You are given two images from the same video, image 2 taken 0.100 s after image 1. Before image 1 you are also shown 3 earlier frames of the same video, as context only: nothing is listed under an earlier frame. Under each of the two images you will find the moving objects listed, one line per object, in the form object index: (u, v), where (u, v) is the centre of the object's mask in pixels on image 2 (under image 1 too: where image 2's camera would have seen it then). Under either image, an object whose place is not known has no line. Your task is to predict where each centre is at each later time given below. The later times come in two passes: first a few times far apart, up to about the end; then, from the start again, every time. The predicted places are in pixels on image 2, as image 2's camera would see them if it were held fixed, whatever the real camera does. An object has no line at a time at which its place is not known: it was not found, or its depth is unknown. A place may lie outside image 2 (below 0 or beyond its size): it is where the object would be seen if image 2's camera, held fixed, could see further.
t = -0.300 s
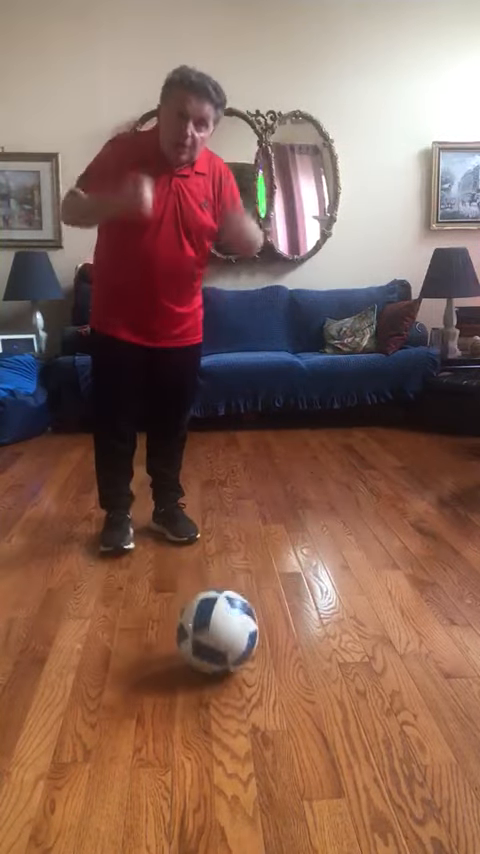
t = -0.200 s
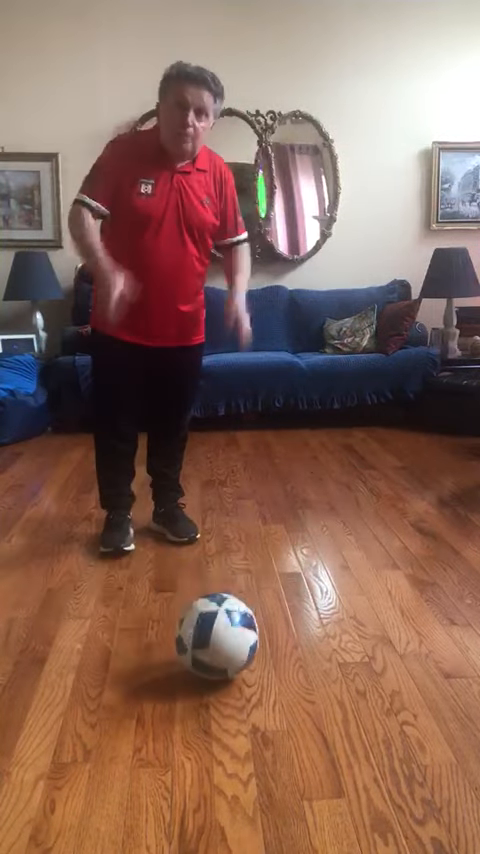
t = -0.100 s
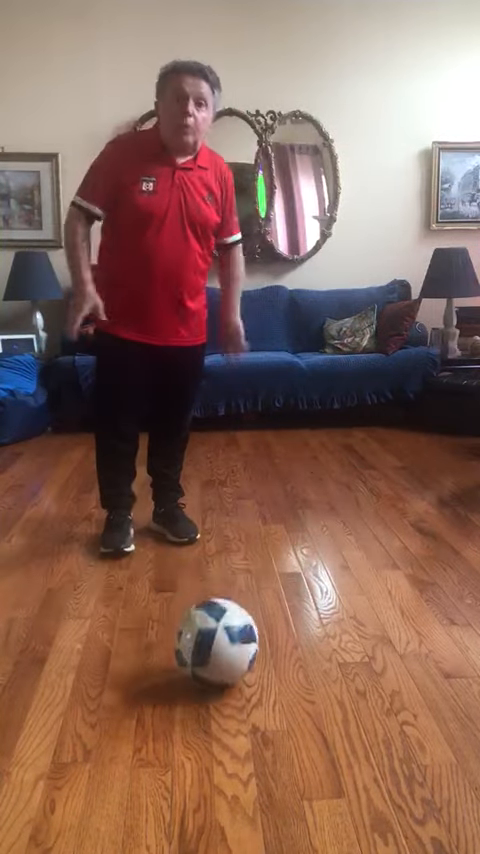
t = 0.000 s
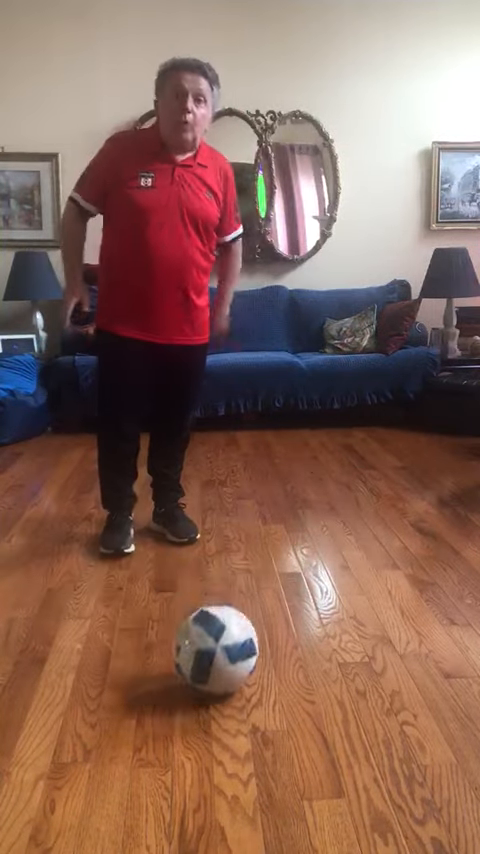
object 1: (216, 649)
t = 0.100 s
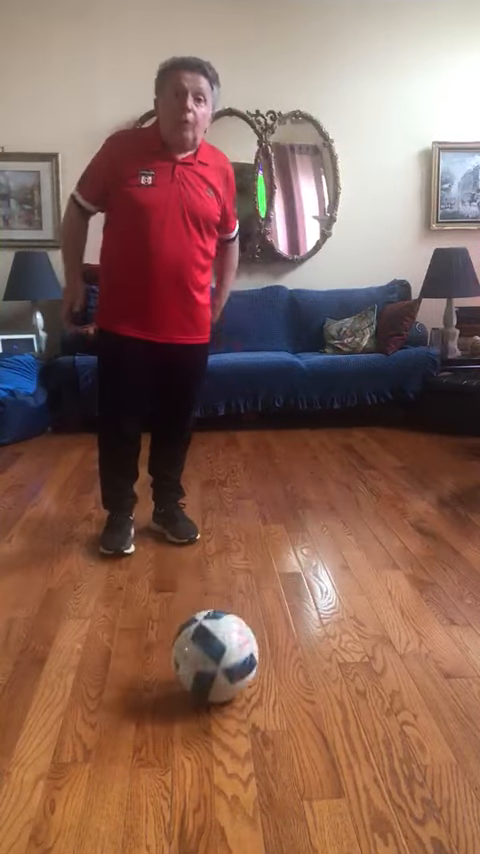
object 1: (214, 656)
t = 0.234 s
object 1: (213, 663)
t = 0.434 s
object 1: (209, 671)
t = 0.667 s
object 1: (205, 683)
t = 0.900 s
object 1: (198, 696)
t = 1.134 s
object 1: (190, 709)
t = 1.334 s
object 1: (183, 721)
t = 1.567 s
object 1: (171, 739)
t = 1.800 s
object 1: (162, 758)
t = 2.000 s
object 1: (151, 777)
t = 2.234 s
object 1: (130, 801)
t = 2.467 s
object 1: (105, 816)
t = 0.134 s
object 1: (214, 658)
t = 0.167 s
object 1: (213, 659)
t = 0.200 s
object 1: (213, 661)
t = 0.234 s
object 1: (213, 663)
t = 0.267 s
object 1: (212, 664)
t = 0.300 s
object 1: (212, 666)
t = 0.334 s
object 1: (211, 667)
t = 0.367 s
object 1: (210, 668)
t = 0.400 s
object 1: (210, 669)
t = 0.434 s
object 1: (209, 671)
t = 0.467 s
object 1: (208, 672)
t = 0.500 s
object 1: (208, 674)
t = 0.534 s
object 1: (207, 676)
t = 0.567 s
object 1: (207, 678)
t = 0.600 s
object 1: (206, 680)
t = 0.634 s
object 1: (205, 682)
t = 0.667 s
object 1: (205, 683)
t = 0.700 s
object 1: (203, 685)
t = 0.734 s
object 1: (203, 686)
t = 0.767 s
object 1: (202, 688)
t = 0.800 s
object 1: (201, 691)
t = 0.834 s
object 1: (200, 693)
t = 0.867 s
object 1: (199, 695)
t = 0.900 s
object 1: (198, 696)
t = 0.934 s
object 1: (197, 698)
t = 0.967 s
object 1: (196, 700)
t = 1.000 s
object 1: (195, 701)
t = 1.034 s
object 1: (194, 703)
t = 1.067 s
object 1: (193, 705)
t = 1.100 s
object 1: (192, 707)
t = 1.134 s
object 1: (190, 709)
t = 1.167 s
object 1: (189, 711)
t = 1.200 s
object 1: (188, 713)
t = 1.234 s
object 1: (187, 715)
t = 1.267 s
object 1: (186, 717)
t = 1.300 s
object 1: (185, 719)
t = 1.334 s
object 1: (183, 721)
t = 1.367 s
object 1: (181, 724)
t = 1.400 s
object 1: (179, 726)
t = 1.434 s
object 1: (178, 728)
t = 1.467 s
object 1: (176, 731)
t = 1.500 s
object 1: (175, 734)
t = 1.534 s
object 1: (173, 736)
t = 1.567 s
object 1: (171, 739)
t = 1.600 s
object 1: (170, 741)
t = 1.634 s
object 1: (168, 743)
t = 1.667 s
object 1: (167, 747)
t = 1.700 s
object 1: (166, 750)
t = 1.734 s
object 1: (165, 753)
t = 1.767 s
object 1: (164, 756)
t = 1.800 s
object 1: (162, 758)
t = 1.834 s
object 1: (160, 761)
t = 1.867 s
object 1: (159, 763)
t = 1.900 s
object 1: (157, 767)
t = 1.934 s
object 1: (155, 771)
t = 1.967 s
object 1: (153, 774)
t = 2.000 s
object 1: (151, 777)
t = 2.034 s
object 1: (148, 781)
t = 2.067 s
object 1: (146, 785)
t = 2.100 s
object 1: (143, 790)
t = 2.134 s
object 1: (140, 793)
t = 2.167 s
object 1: (136, 795)
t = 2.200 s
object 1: (133, 798)
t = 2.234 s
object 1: (130, 801)
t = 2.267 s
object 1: (126, 803)
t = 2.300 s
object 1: (124, 806)
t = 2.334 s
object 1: (120, 808)
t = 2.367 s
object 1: (116, 810)
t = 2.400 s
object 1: (113, 812)
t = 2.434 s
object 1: (108, 815)
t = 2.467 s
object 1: (105, 816)
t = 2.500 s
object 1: (101, 818)
